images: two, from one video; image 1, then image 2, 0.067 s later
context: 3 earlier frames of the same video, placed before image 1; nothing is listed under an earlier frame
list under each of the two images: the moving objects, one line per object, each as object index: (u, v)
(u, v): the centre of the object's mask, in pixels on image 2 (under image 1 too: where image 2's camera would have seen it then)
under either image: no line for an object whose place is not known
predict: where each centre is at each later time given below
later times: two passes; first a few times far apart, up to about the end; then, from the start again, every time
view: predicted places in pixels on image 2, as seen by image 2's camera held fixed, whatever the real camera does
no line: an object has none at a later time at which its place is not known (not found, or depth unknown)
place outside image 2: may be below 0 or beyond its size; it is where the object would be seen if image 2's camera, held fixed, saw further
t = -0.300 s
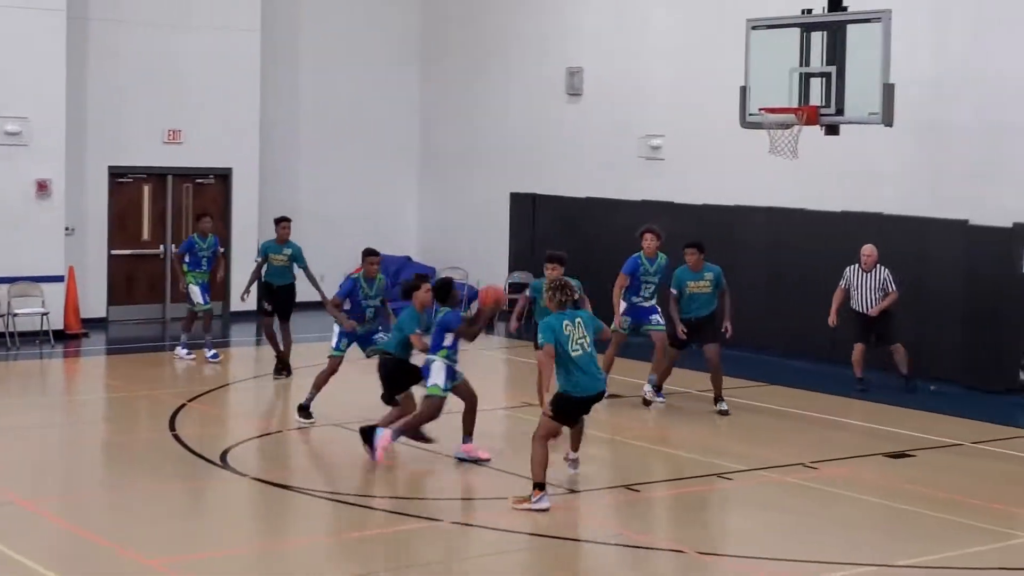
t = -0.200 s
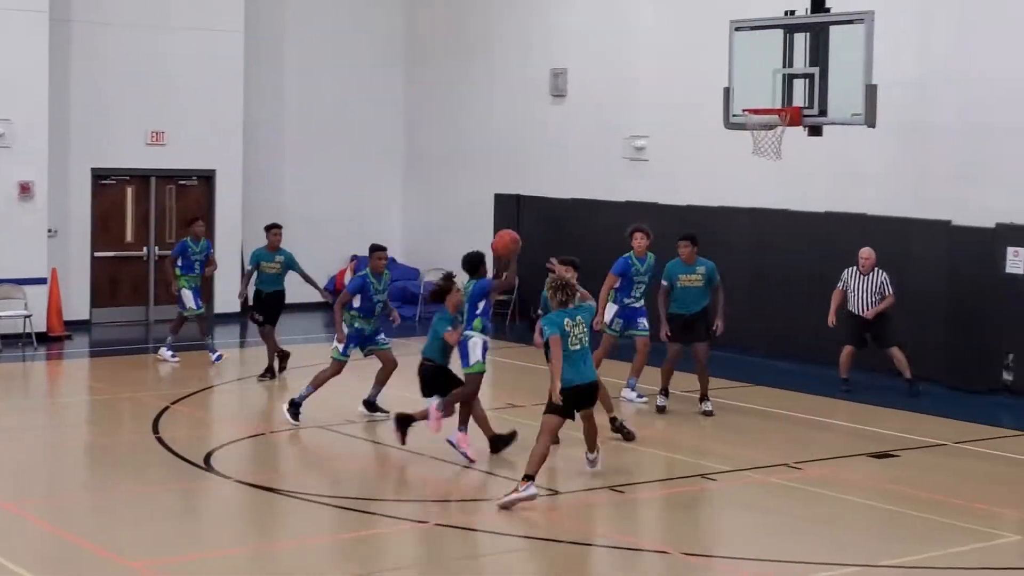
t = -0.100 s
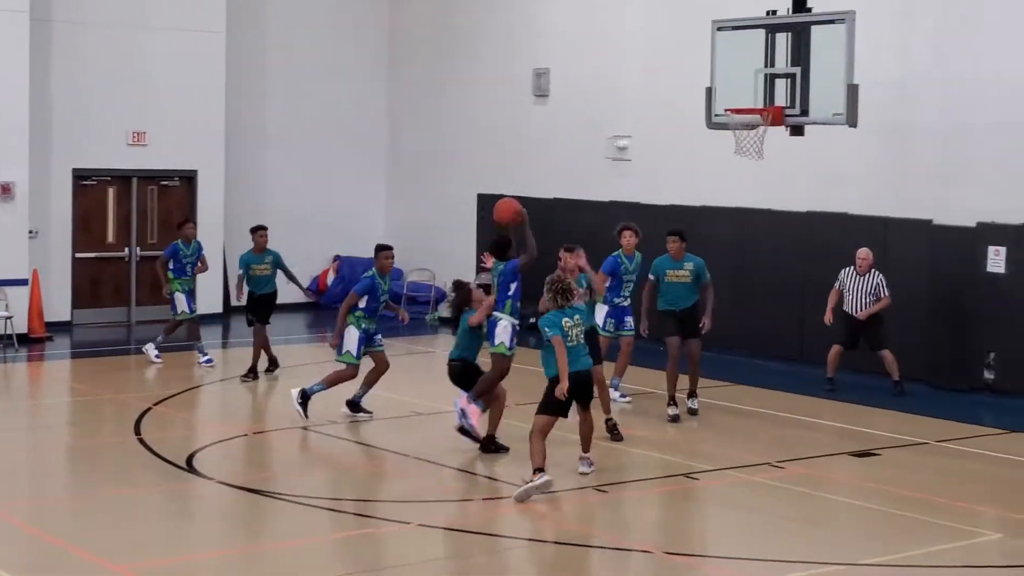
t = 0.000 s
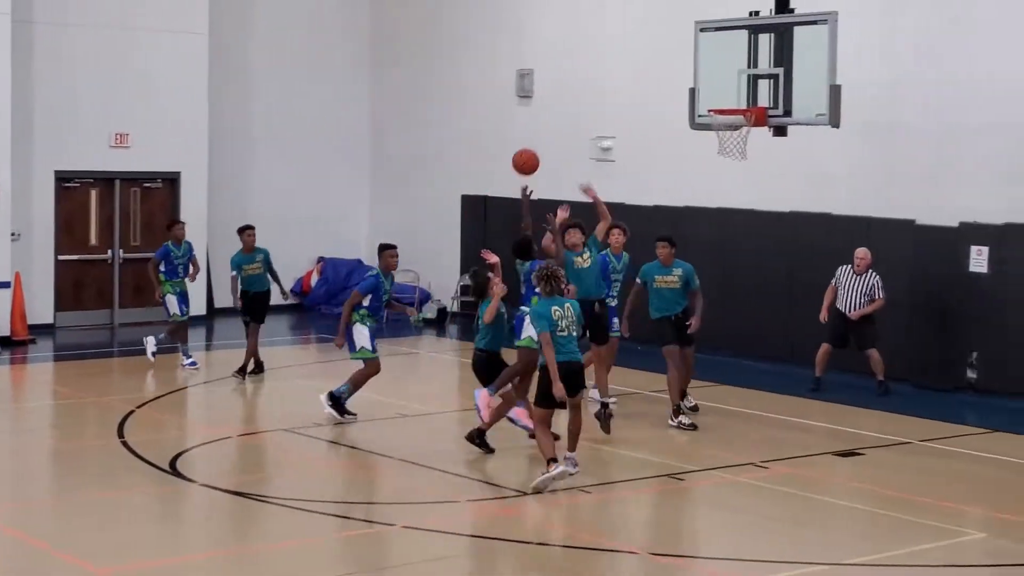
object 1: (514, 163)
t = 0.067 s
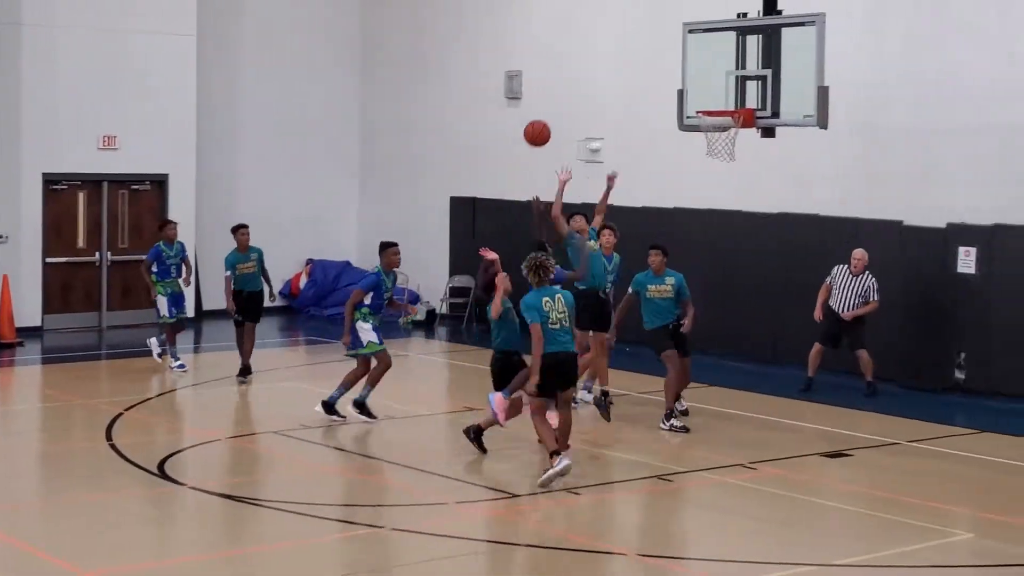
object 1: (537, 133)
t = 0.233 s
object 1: (592, 82)
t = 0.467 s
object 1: (662, 65)
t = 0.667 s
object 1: (718, 95)
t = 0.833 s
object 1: (760, 148)
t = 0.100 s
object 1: (548, 120)
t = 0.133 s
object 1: (559, 109)
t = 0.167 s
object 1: (571, 99)
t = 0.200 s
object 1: (581, 90)
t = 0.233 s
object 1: (592, 82)
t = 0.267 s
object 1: (602, 76)
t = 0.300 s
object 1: (613, 71)
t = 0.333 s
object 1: (623, 67)
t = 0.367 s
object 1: (633, 65)
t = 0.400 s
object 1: (643, 63)
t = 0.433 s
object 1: (653, 63)
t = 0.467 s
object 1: (662, 65)
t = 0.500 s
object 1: (672, 67)
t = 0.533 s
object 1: (681, 70)
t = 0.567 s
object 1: (691, 75)
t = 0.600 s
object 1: (700, 80)
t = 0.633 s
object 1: (709, 87)
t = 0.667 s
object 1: (718, 95)
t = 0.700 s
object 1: (726, 104)
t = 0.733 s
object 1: (734, 114)
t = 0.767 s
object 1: (743, 122)
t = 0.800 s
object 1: (752, 136)
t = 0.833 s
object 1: (760, 148)
